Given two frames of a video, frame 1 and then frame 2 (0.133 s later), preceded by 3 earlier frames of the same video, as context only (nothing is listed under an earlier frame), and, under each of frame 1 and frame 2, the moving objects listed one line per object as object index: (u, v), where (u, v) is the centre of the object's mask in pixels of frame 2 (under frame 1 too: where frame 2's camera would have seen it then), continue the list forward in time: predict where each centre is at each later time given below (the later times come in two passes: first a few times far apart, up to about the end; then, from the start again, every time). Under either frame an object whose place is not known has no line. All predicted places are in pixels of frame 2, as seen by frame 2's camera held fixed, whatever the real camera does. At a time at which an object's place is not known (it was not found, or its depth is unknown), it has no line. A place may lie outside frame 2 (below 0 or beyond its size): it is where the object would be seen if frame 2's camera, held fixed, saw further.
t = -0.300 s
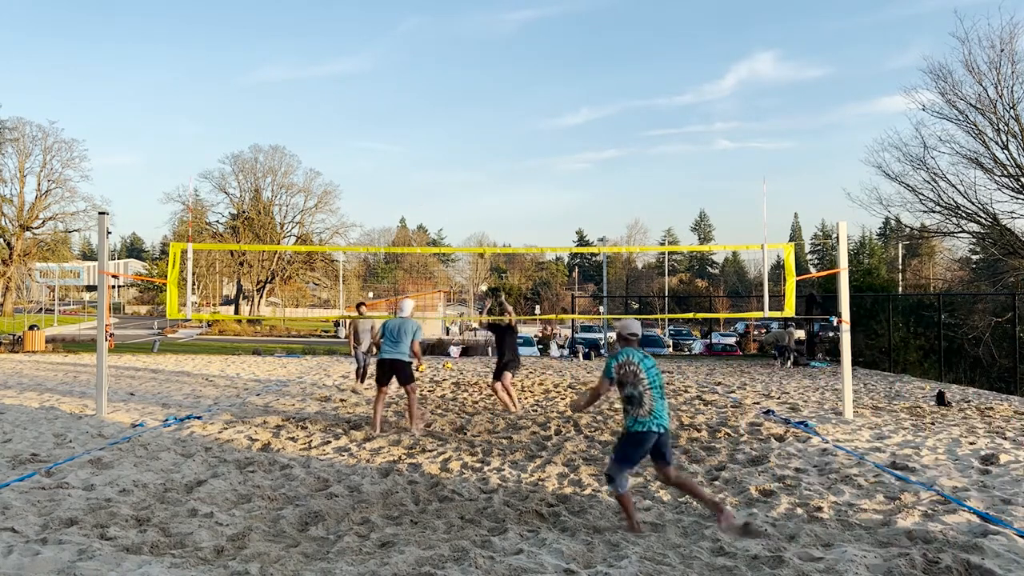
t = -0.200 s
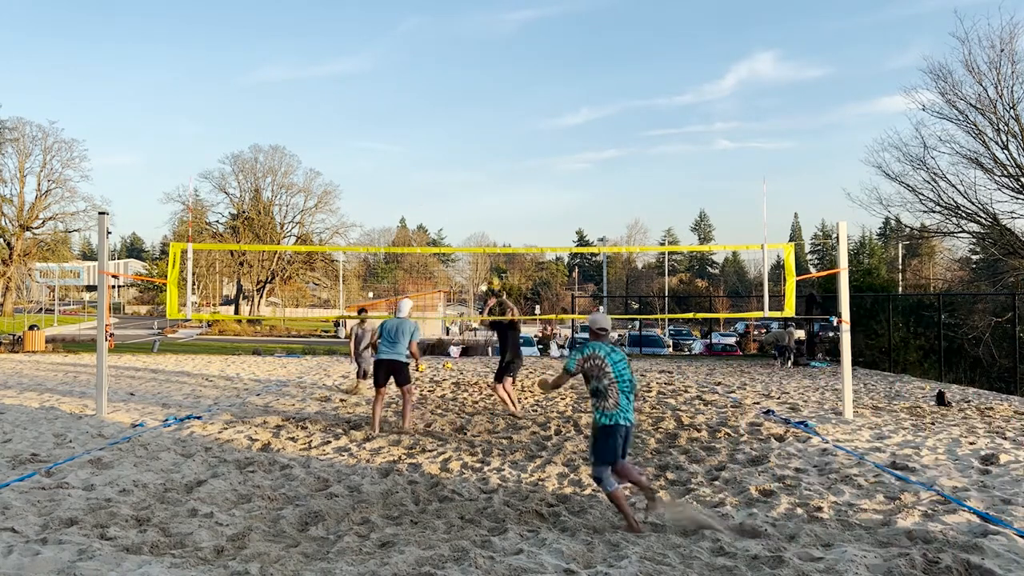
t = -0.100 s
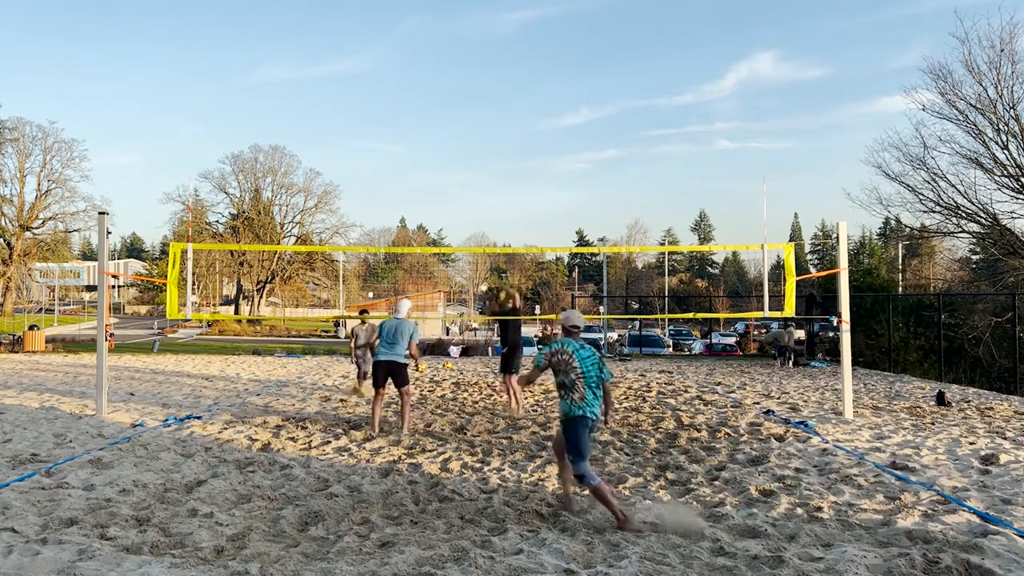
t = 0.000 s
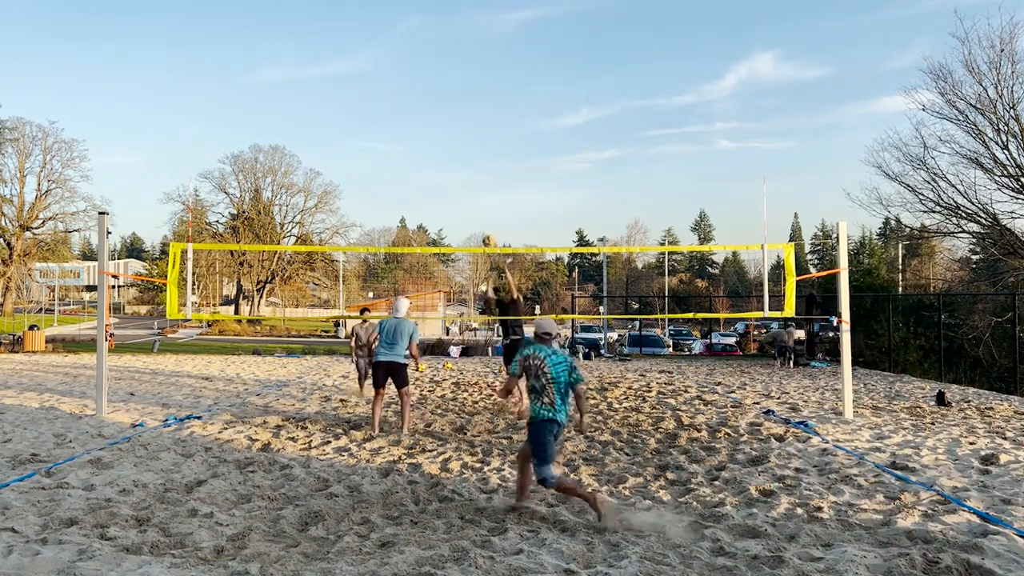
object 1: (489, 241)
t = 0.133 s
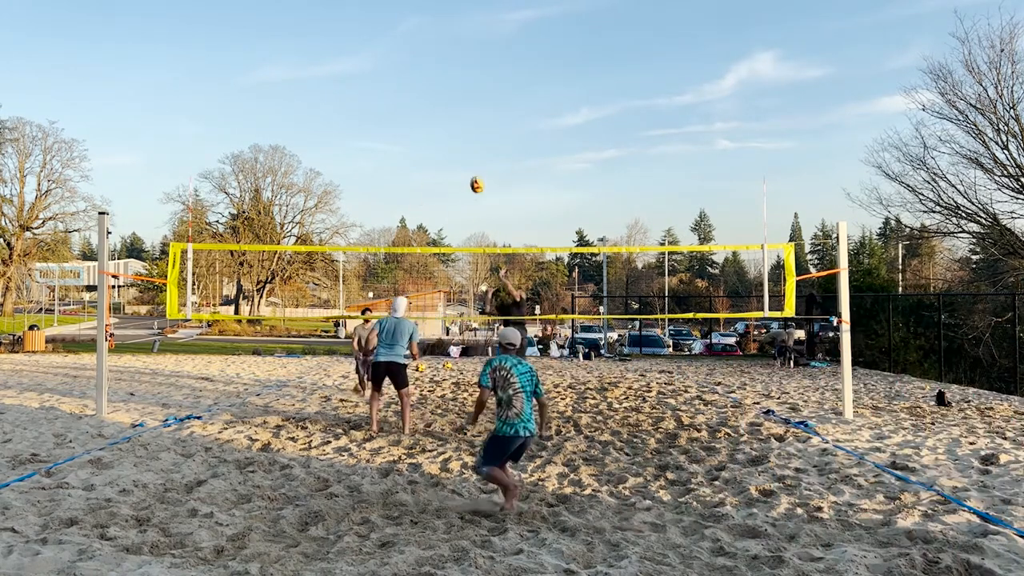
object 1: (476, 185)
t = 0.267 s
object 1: (462, 139)
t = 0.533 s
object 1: (435, 85)
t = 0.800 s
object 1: (408, 80)
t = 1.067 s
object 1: (381, 121)
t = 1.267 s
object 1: (361, 179)
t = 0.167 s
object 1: (473, 173)
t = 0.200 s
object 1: (470, 160)
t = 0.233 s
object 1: (466, 149)
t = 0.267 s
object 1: (462, 139)
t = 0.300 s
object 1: (459, 129)
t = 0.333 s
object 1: (455, 121)
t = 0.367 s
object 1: (452, 113)
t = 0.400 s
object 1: (448, 106)
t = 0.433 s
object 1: (445, 99)
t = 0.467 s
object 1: (442, 94)
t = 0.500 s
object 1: (438, 89)
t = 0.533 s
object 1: (435, 85)
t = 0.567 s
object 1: (432, 82)
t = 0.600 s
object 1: (428, 79)
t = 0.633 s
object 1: (425, 78)
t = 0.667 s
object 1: (421, 77)
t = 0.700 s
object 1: (418, 76)
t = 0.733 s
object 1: (414, 77)
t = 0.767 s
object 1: (411, 78)
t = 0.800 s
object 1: (408, 80)
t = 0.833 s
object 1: (405, 83)
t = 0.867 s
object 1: (401, 86)
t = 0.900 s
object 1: (398, 90)
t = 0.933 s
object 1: (394, 95)
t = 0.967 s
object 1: (391, 100)
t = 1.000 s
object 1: (388, 106)
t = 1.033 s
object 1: (384, 113)
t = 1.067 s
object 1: (381, 121)
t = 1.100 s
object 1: (377, 129)
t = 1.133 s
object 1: (374, 137)
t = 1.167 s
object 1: (371, 146)
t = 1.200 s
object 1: (368, 157)
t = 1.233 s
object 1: (364, 167)
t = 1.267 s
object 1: (361, 179)
